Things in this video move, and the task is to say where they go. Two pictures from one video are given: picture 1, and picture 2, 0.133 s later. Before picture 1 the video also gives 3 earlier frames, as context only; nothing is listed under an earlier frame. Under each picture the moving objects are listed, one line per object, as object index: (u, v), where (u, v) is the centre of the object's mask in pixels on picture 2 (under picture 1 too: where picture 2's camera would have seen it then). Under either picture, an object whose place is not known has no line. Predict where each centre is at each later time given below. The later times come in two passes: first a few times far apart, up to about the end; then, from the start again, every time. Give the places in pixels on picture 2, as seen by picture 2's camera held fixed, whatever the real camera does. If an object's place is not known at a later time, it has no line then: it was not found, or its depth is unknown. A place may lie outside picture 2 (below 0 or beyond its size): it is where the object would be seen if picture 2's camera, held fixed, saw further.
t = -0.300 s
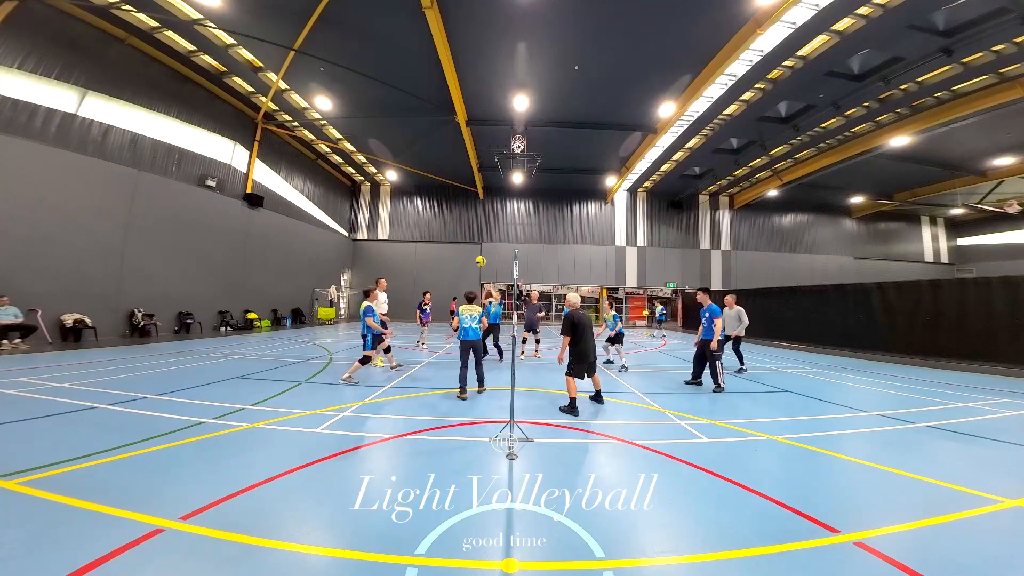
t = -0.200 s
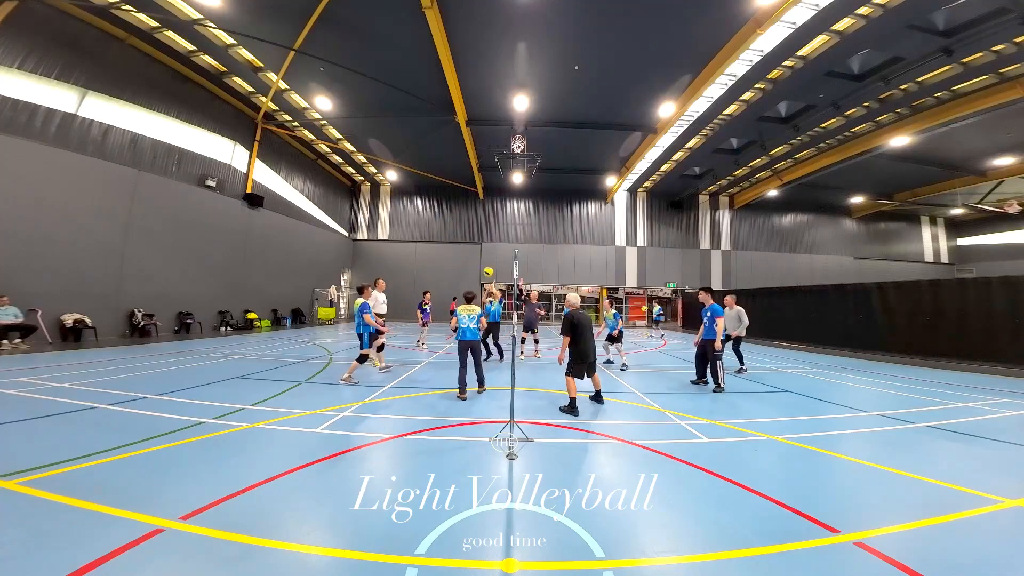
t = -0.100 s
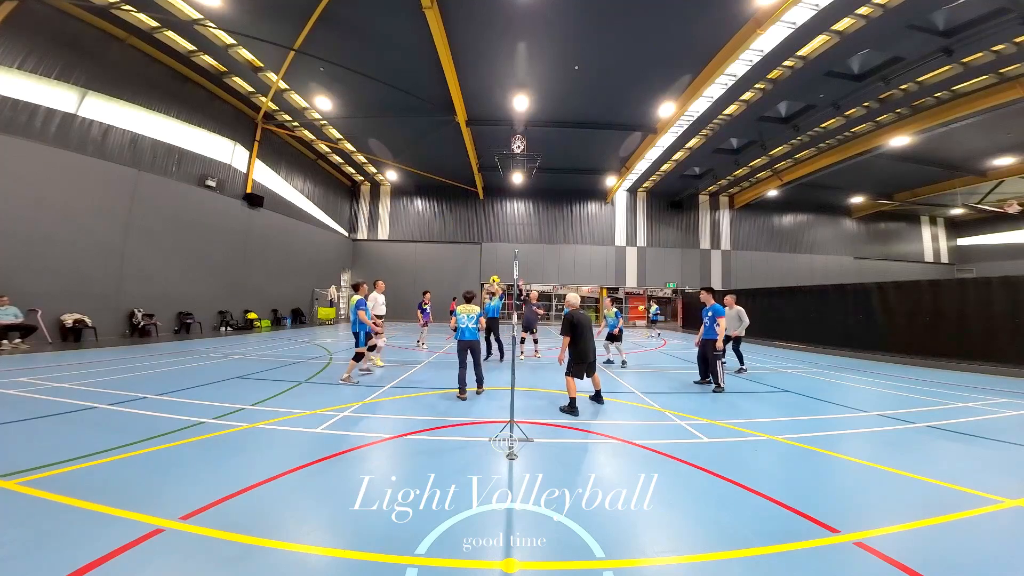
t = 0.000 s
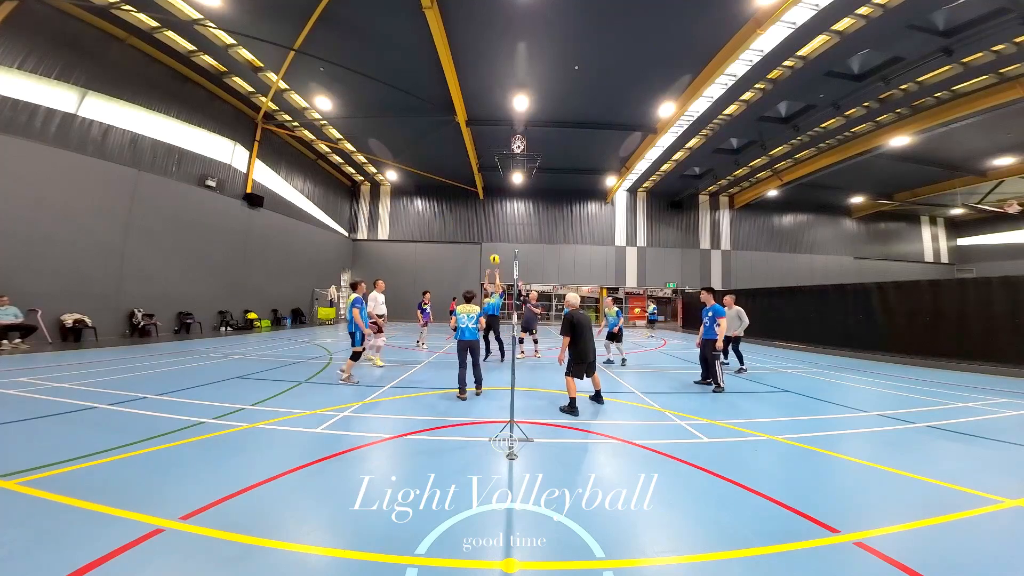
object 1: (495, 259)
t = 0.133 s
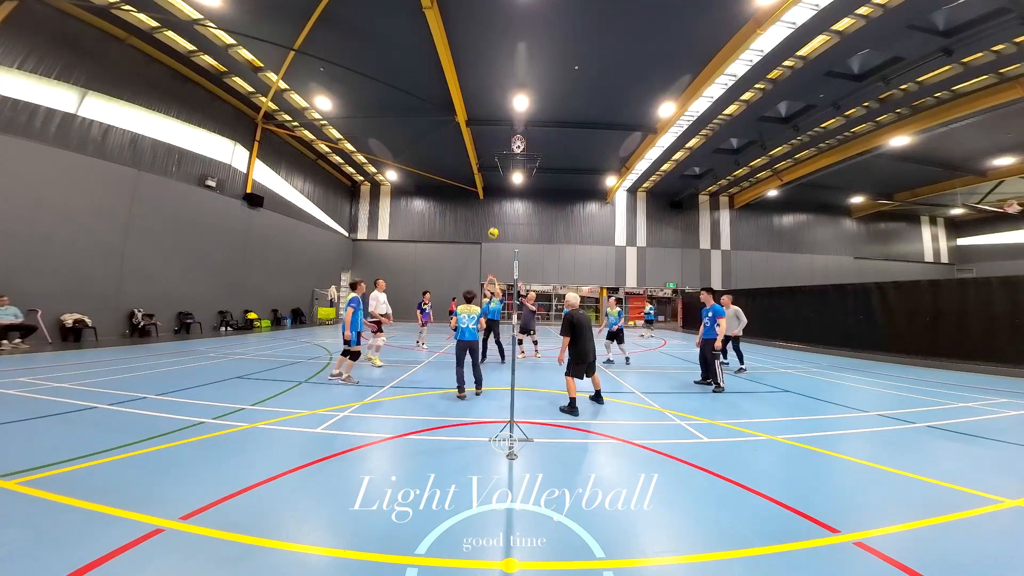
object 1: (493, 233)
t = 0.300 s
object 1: (491, 209)
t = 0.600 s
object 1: (486, 194)
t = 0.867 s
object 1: (480, 211)
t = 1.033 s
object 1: (476, 238)
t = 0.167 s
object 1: (493, 227)
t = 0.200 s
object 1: (493, 222)
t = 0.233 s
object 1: (492, 217)
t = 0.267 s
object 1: (492, 213)
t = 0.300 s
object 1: (491, 209)
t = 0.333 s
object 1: (491, 206)
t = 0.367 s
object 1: (490, 203)
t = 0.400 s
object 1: (490, 200)
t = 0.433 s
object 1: (489, 198)
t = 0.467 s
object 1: (489, 196)
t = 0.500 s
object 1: (488, 195)
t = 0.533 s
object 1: (487, 195)
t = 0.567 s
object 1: (487, 194)
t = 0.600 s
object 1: (486, 194)
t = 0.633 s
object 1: (485, 195)
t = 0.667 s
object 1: (485, 196)
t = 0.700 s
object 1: (484, 197)
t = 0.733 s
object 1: (483, 199)
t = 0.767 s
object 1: (483, 201)
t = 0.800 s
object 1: (482, 204)
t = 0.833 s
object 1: (481, 208)
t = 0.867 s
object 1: (480, 211)
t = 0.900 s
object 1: (480, 216)
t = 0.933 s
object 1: (479, 220)
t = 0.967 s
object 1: (478, 226)
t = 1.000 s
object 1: (477, 232)
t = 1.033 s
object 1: (476, 238)
